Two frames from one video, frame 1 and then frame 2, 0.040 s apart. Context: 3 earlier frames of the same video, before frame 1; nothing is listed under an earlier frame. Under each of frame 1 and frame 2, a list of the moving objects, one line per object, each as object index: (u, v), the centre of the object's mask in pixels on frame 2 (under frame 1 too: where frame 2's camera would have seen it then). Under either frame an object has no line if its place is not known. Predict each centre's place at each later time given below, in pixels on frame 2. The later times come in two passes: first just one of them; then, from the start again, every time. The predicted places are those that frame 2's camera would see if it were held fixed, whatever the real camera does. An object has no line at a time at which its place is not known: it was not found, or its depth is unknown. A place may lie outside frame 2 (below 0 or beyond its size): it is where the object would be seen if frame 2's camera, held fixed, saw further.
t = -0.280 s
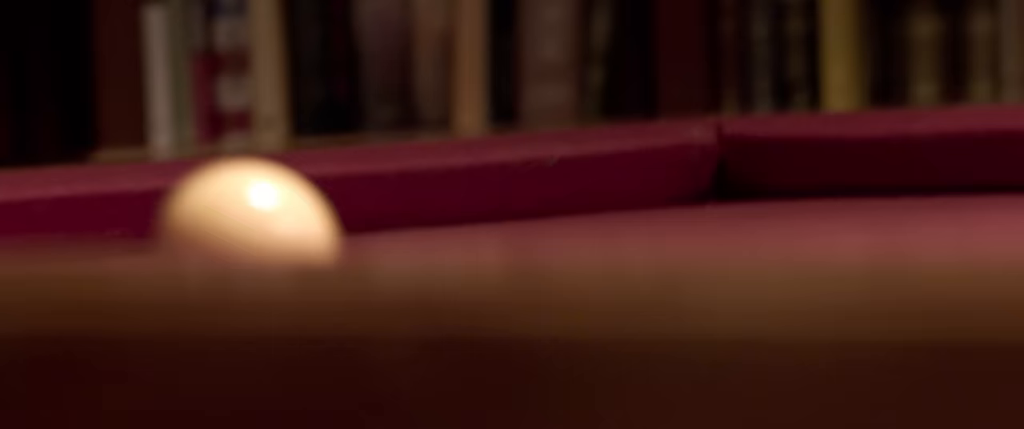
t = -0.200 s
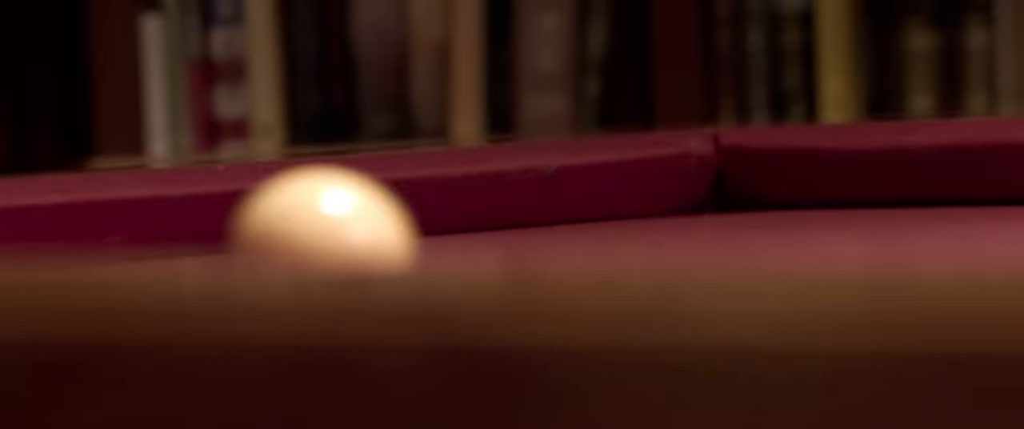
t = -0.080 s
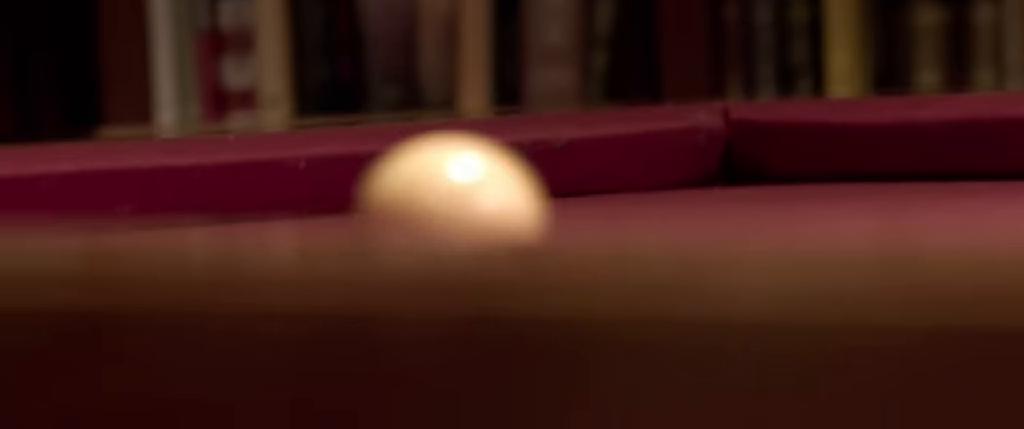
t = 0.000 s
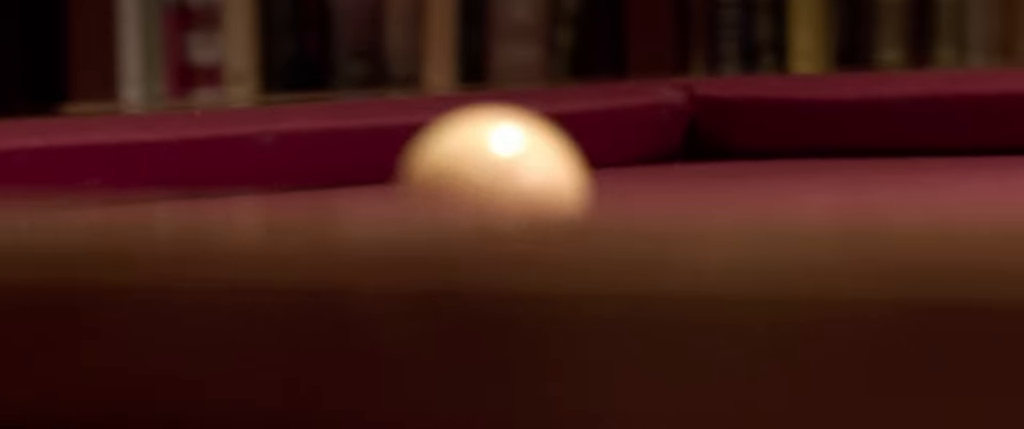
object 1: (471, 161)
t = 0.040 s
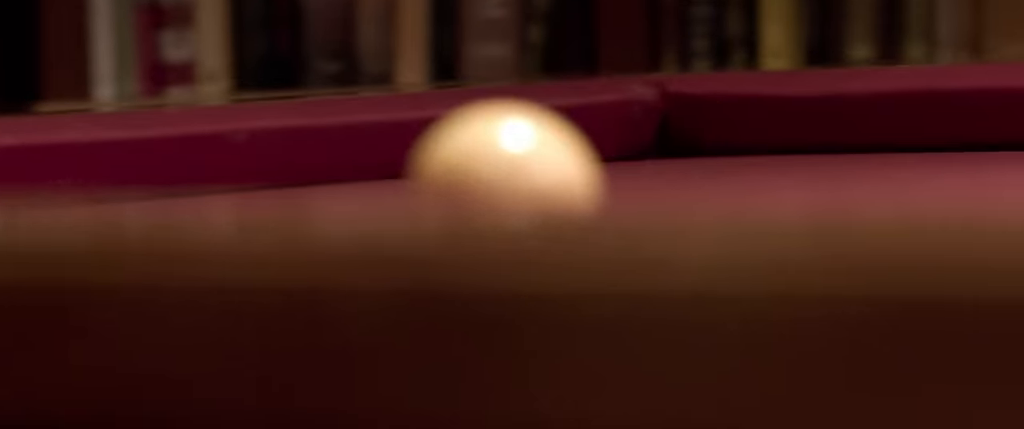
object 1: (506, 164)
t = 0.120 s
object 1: (586, 163)
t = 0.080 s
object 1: (546, 165)
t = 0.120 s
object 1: (586, 163)
